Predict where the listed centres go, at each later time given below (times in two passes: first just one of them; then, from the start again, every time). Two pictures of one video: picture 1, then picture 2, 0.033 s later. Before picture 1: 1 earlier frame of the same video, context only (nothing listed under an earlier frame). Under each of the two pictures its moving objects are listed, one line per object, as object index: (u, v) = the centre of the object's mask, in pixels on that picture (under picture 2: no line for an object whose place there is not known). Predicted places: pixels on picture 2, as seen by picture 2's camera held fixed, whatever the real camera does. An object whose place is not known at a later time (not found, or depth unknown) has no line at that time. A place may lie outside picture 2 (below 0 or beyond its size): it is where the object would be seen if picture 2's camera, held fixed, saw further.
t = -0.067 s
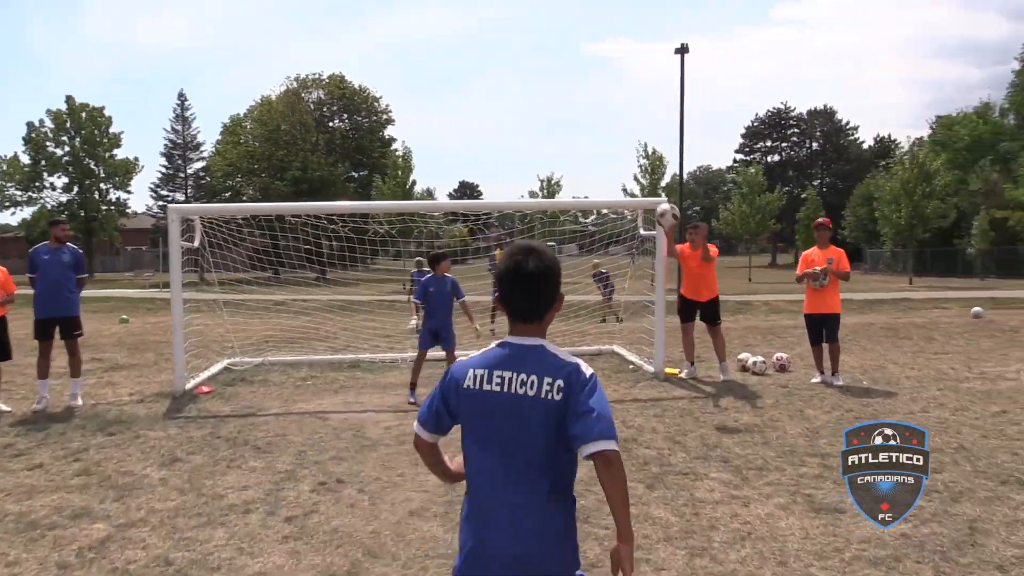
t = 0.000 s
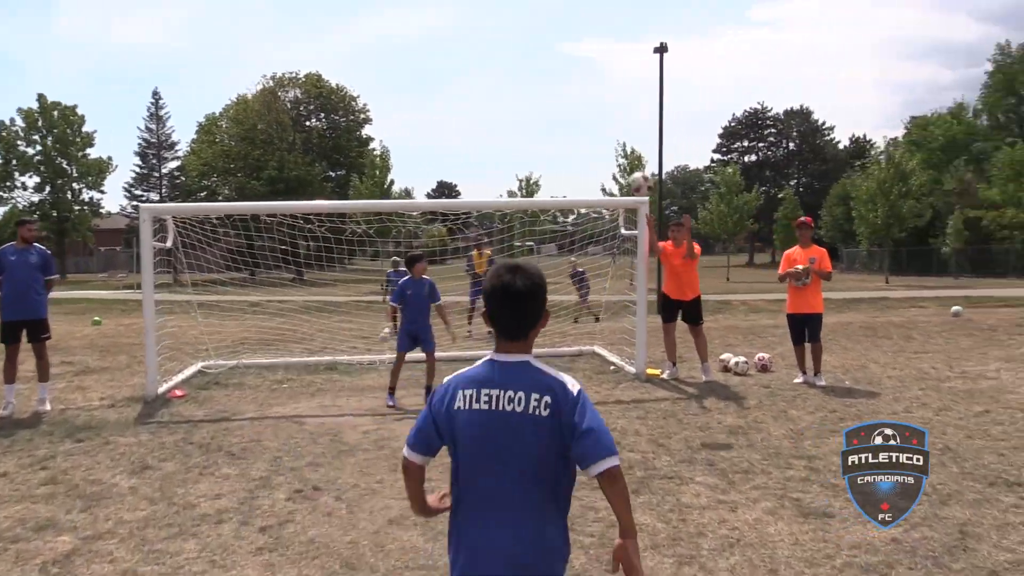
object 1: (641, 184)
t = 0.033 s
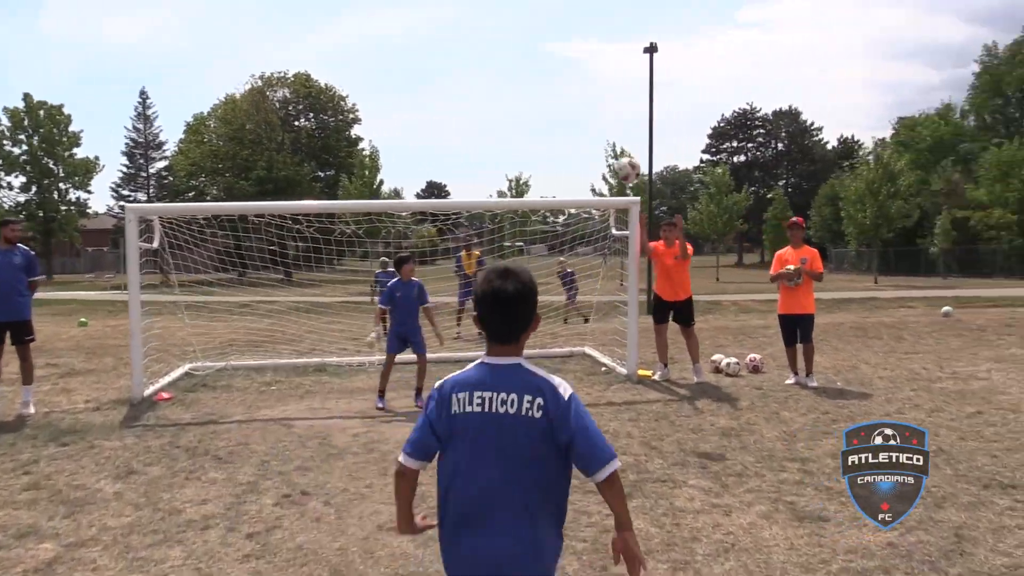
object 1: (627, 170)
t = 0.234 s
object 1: (600, 101)
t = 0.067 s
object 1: (624, 158)
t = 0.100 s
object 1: (618, 145)
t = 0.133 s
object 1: (614, 133)
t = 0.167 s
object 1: (609, 121)
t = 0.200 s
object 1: (605, 111)
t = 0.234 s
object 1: (600, 101)
